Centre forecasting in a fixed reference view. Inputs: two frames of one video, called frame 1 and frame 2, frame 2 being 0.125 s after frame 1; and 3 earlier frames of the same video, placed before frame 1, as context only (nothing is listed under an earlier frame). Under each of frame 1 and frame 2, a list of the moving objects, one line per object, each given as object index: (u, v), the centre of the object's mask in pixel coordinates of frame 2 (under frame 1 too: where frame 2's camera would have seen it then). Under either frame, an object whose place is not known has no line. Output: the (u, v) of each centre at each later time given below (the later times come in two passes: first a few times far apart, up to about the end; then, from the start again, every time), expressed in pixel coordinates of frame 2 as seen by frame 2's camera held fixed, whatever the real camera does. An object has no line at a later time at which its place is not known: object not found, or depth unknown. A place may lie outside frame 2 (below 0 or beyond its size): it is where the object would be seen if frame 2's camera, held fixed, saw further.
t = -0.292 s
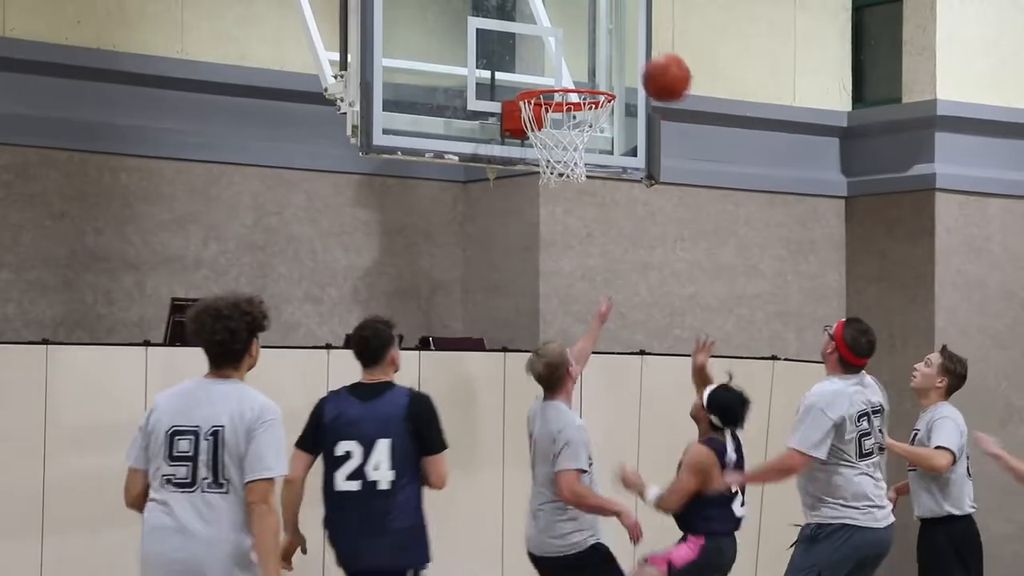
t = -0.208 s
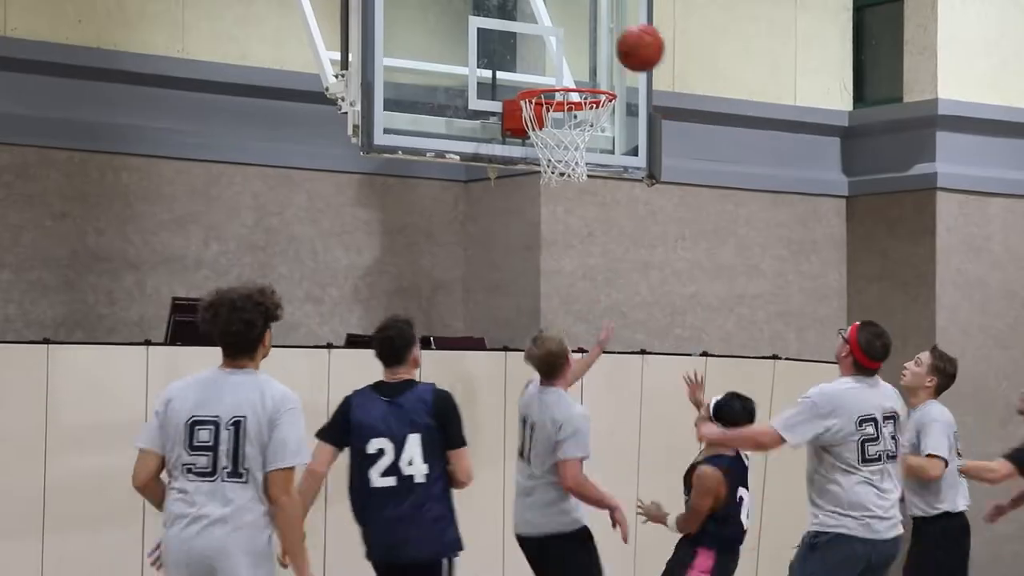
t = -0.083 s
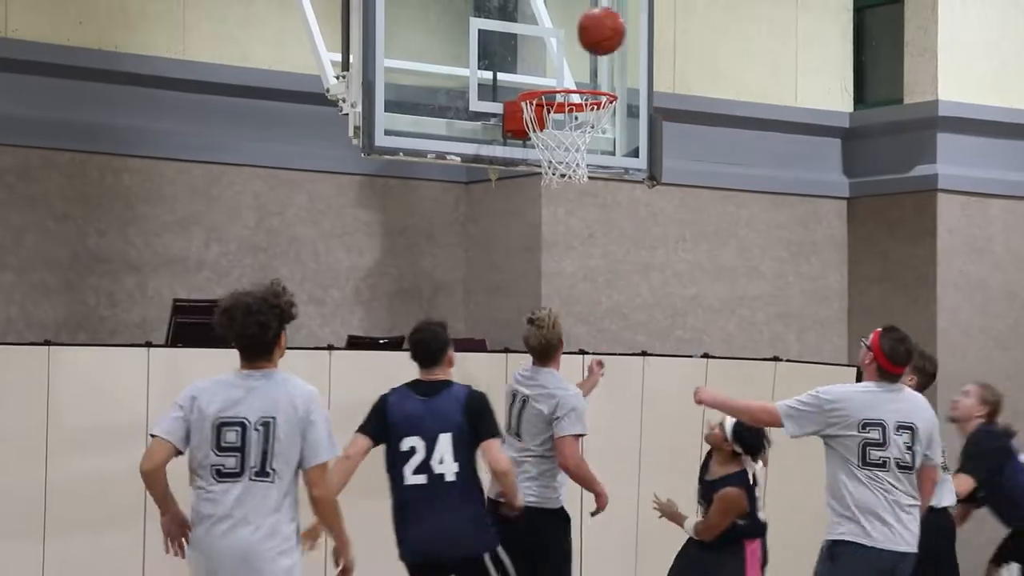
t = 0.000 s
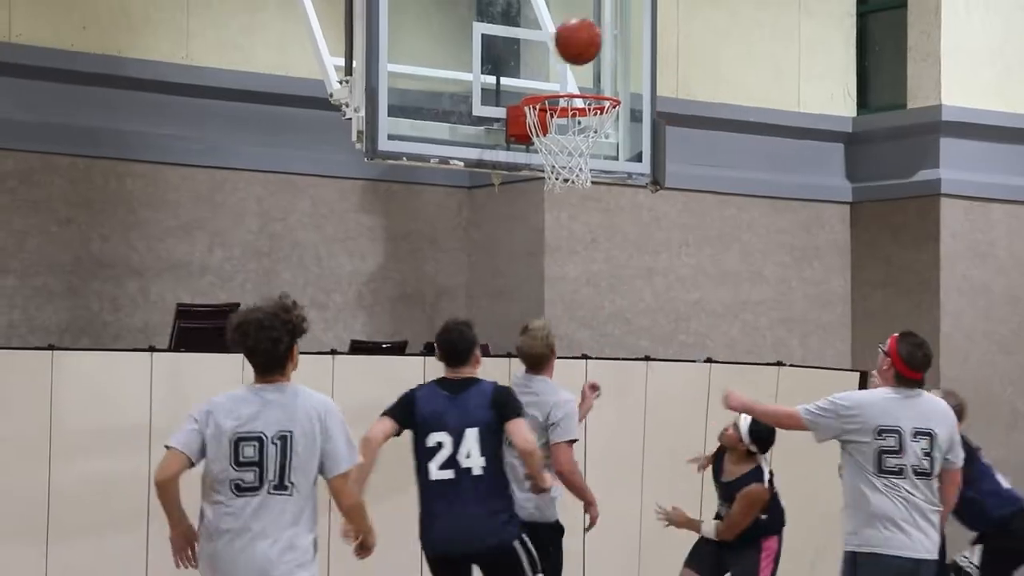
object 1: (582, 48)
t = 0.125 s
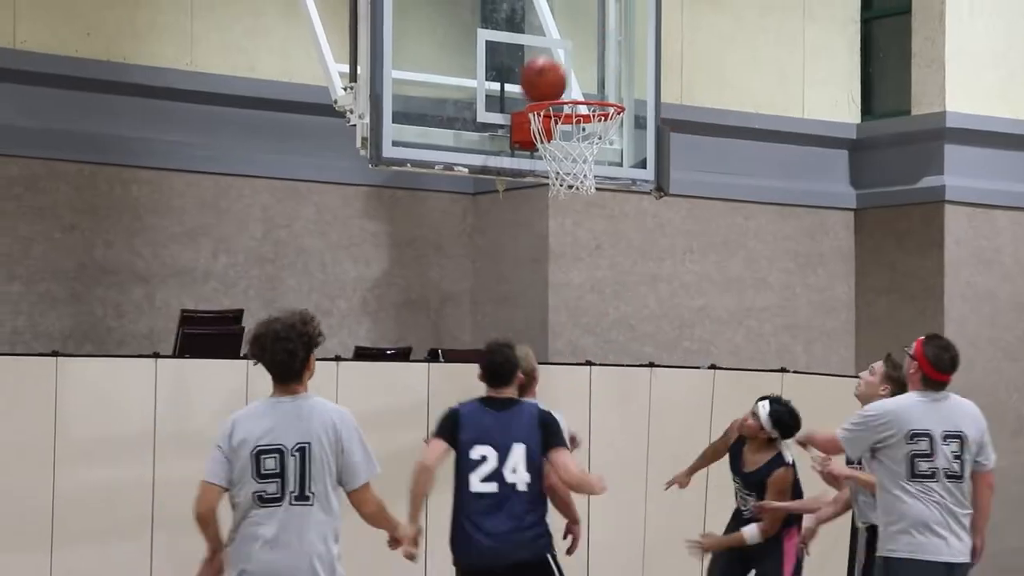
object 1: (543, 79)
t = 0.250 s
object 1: (537, 69)
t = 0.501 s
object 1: (549, 84)
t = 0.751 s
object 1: (597, 131)
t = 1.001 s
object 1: (605, 201)
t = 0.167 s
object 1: (533, 83)
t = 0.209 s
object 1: (535, 75)
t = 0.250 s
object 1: (537, 69)
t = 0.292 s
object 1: (538, 66)
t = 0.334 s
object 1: (539, 66)
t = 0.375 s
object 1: (541, 69)
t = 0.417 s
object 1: (542, 76)
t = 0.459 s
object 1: (543, 83)
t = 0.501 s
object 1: (549, 84)
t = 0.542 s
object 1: (557, 83)
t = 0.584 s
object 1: (565, 84)
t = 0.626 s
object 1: (573, 87)
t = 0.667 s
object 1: (581, 105)
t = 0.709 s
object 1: (588, 116)
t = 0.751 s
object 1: (597, 131)
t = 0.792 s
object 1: (603, 143)
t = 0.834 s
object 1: (607, 152)
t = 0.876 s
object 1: (607, 161)
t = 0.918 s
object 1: (606, 170)
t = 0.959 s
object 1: (605, 189)
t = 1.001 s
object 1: (605, 201)
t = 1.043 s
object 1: (604, 220)
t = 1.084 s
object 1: (603, 244)
